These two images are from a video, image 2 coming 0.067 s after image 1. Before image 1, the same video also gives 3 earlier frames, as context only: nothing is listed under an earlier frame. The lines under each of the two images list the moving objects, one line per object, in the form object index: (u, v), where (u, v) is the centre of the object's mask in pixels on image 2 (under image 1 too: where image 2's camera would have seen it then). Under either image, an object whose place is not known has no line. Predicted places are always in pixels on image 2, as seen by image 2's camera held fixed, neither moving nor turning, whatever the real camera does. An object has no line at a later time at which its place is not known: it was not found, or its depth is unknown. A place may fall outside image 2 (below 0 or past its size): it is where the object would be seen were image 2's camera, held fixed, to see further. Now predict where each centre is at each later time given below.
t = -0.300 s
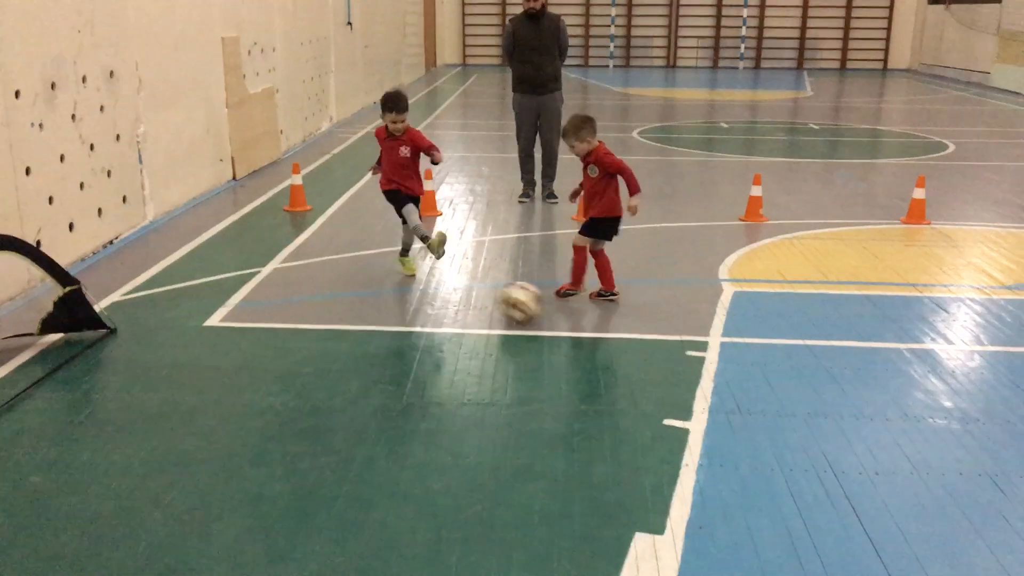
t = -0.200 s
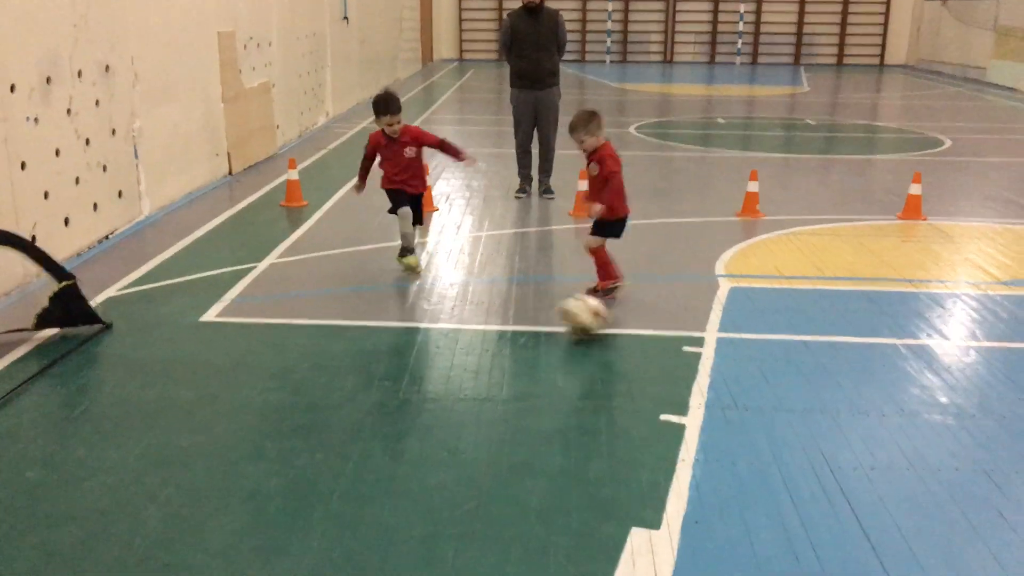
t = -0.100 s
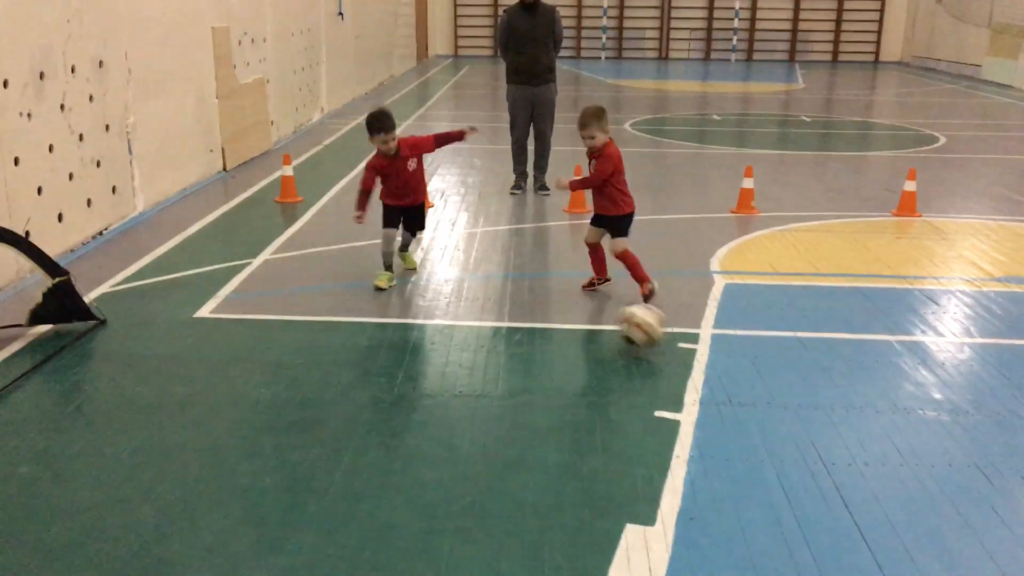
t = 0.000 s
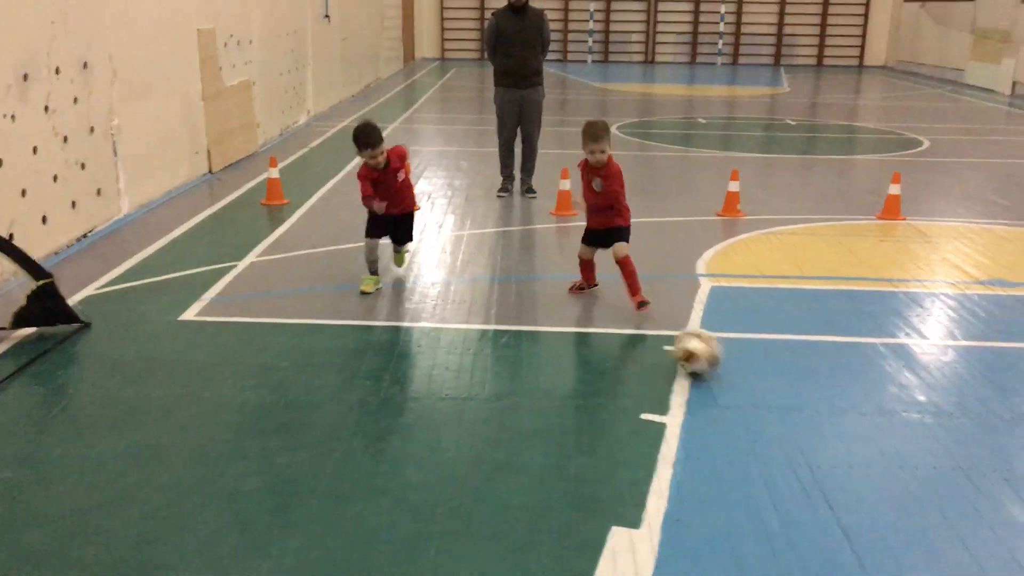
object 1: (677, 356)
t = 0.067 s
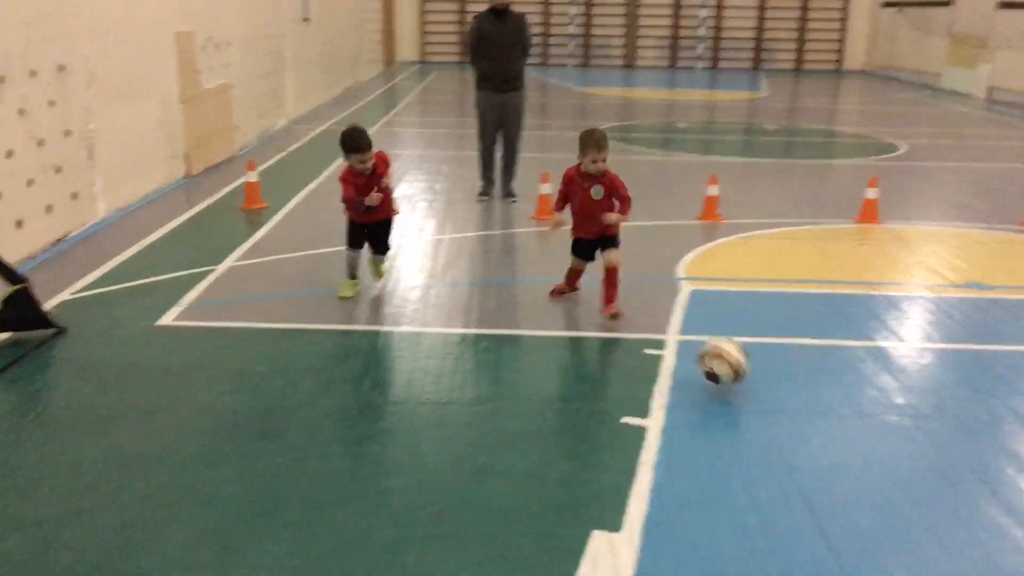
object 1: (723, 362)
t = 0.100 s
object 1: (748, 368)
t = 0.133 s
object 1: (775, 378)
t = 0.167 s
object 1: (802, 392)
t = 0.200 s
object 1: (828, 397)
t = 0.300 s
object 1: (908, 412)
